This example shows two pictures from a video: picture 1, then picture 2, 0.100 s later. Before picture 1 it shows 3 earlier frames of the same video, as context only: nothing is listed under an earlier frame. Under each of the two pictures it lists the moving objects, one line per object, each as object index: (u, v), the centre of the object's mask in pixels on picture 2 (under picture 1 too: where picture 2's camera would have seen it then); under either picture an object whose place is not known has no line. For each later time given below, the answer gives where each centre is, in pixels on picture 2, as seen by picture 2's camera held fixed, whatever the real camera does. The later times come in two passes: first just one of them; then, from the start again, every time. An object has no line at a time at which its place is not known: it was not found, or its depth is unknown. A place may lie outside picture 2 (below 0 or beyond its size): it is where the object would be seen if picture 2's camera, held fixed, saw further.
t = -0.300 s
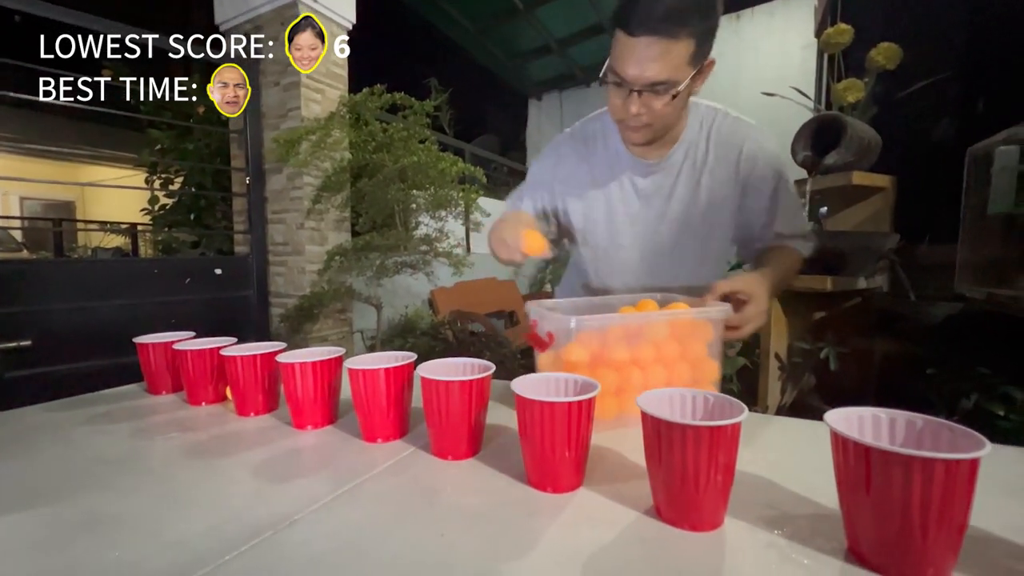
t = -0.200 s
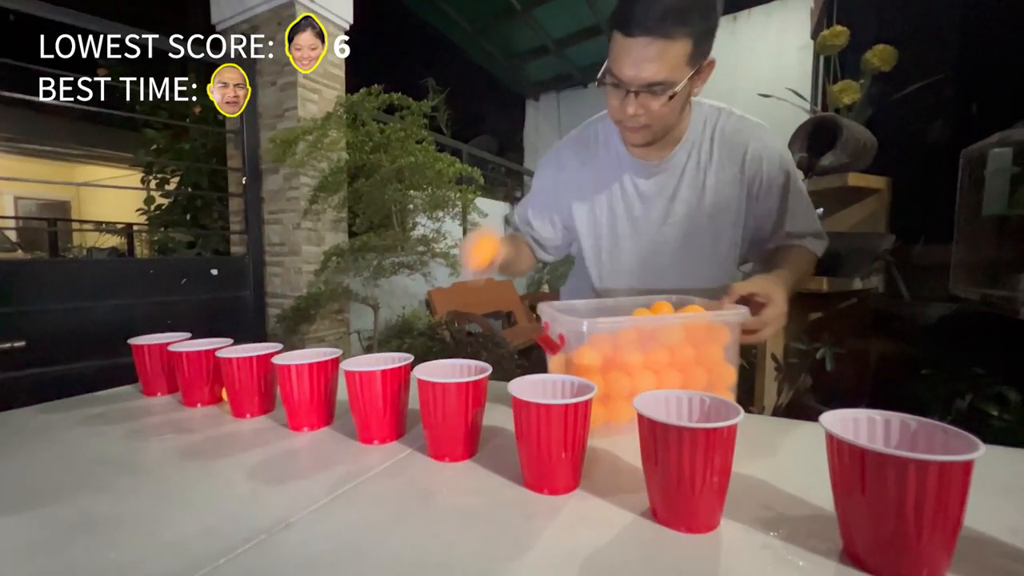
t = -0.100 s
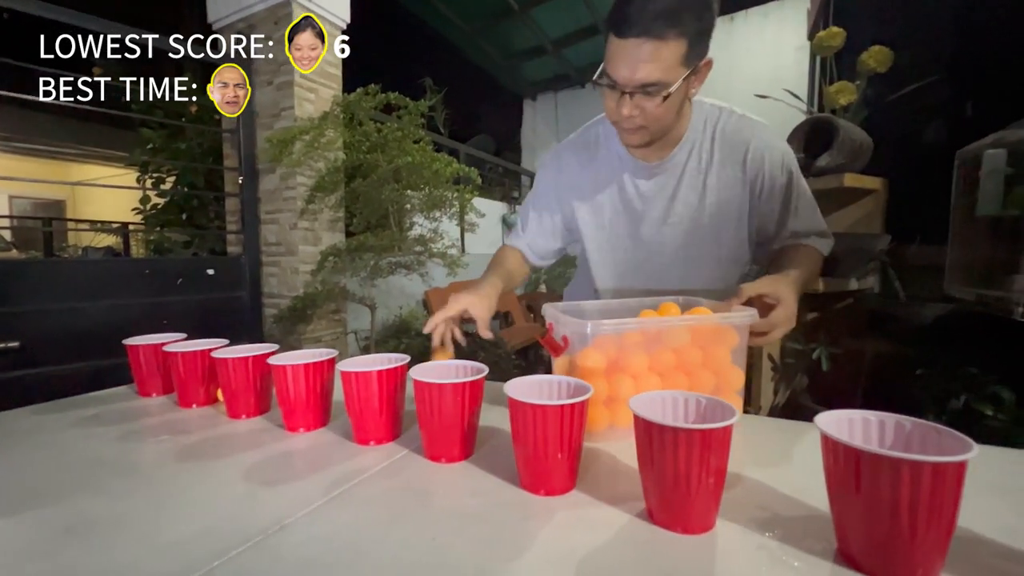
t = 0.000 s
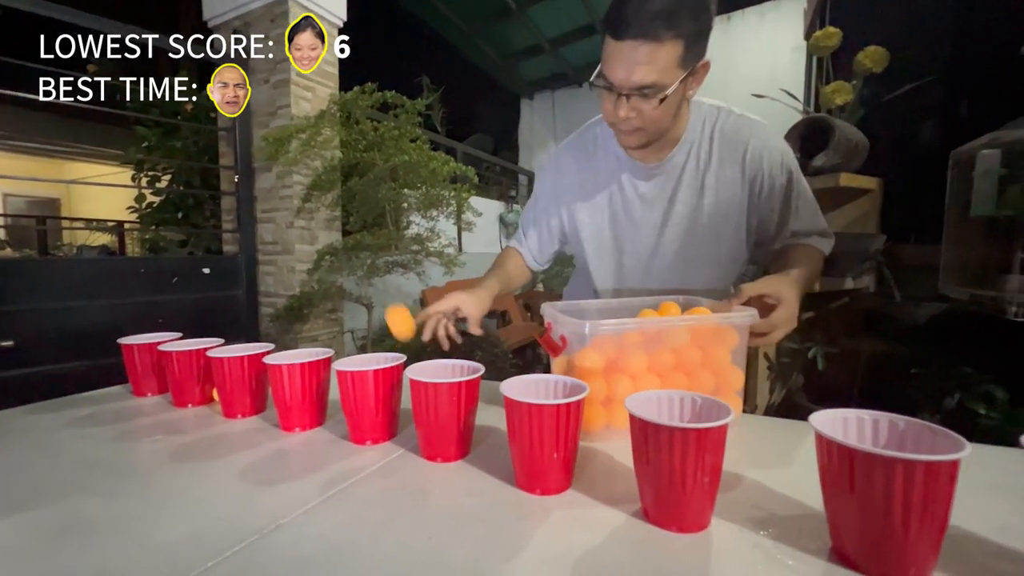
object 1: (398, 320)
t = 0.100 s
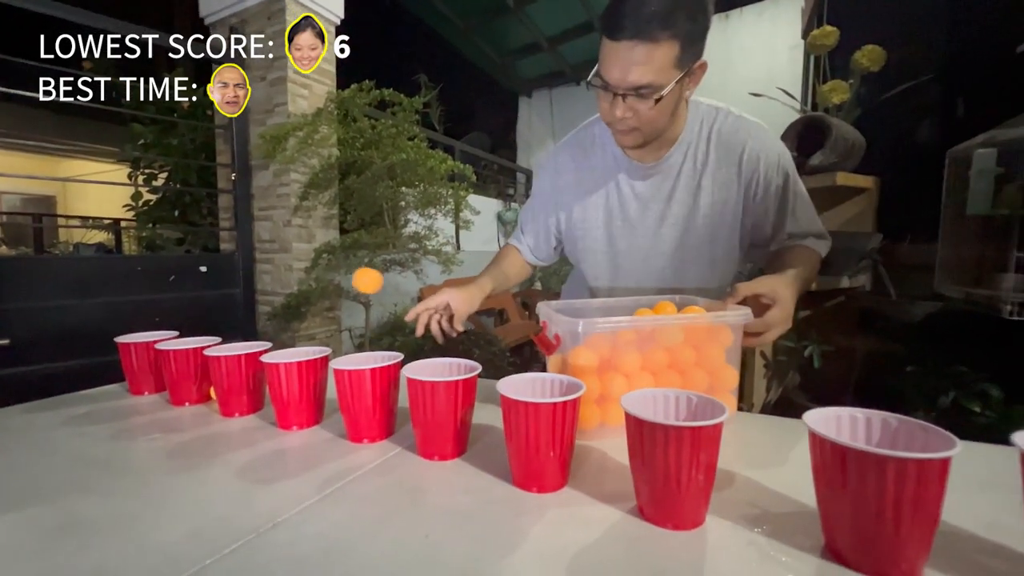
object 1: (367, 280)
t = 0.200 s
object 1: (338, 302)
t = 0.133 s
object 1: (357, 281)
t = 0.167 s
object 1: (348, 288)
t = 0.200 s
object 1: (338, 302)
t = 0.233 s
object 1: (329, 323)
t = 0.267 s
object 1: (317, 342)
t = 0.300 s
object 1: (300, 349)
